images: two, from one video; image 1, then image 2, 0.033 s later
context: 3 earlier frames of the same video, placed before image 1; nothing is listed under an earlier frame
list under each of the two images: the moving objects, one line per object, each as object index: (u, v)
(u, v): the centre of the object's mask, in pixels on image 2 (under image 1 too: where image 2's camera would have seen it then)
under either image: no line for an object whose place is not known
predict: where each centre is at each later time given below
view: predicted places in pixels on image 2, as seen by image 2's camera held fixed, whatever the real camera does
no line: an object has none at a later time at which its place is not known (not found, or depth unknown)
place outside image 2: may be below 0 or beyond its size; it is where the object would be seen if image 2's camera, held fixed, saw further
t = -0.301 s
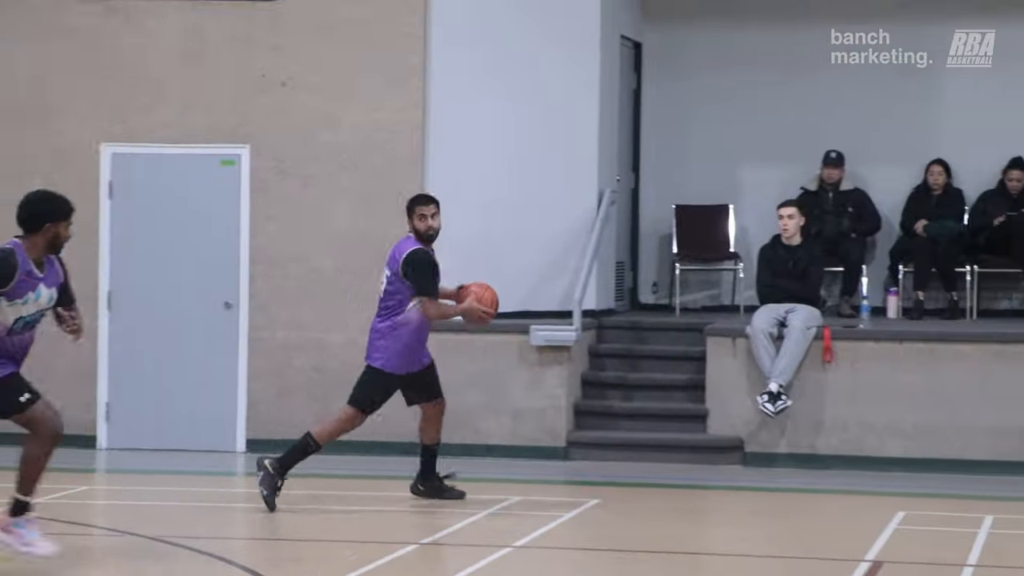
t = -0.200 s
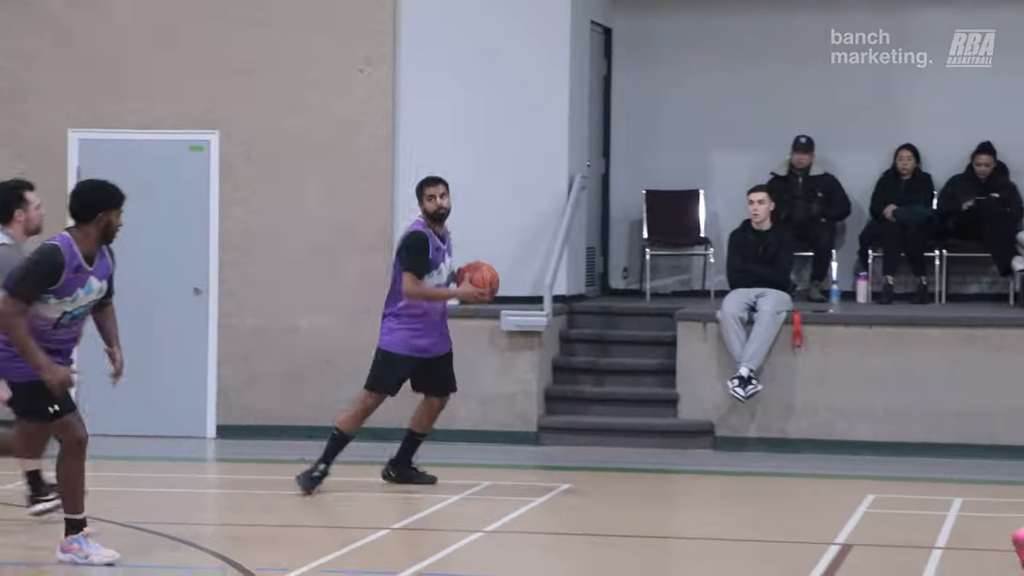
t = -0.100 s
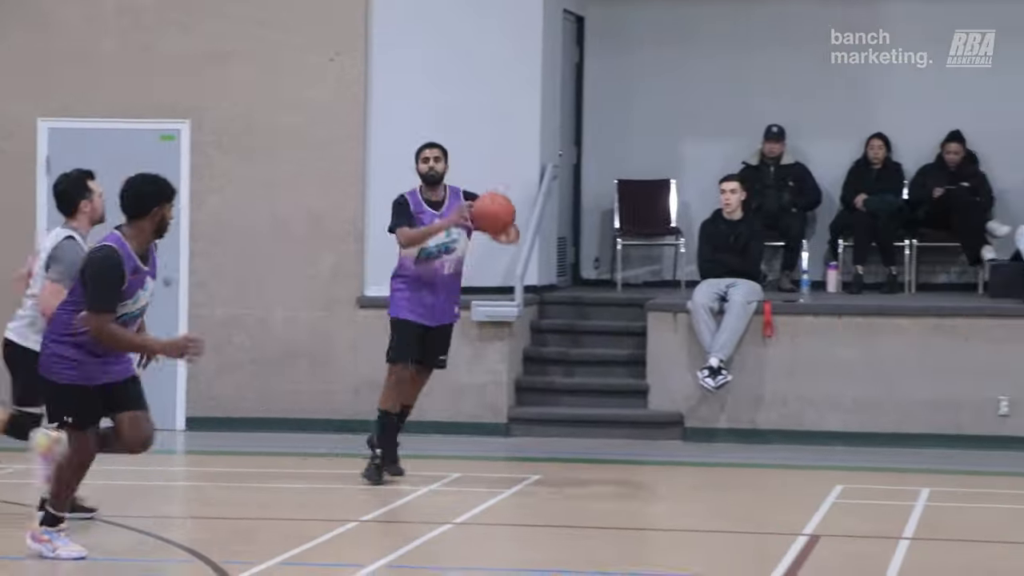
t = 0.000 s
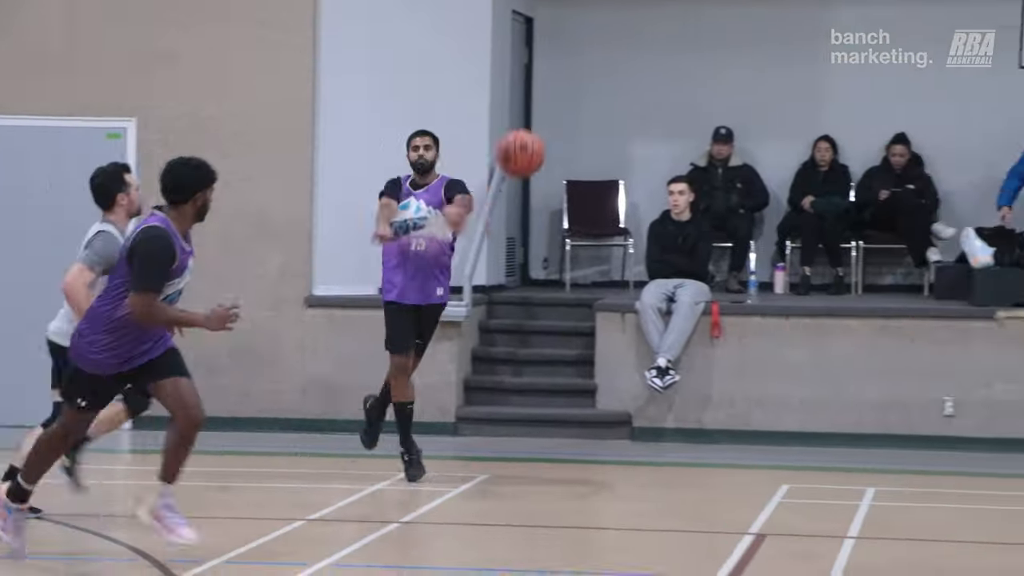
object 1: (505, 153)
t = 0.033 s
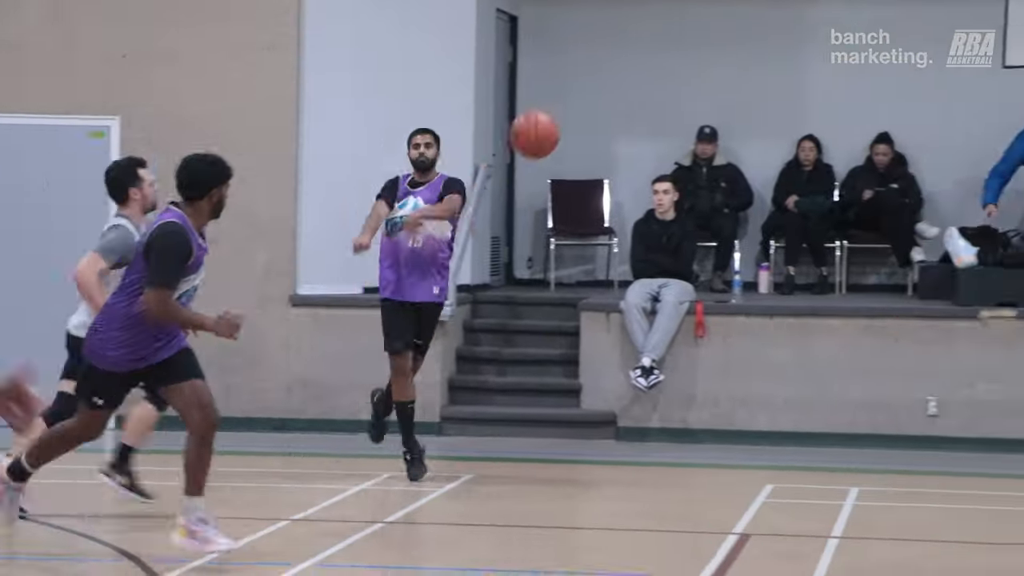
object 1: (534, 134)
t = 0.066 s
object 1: (565, 117)
